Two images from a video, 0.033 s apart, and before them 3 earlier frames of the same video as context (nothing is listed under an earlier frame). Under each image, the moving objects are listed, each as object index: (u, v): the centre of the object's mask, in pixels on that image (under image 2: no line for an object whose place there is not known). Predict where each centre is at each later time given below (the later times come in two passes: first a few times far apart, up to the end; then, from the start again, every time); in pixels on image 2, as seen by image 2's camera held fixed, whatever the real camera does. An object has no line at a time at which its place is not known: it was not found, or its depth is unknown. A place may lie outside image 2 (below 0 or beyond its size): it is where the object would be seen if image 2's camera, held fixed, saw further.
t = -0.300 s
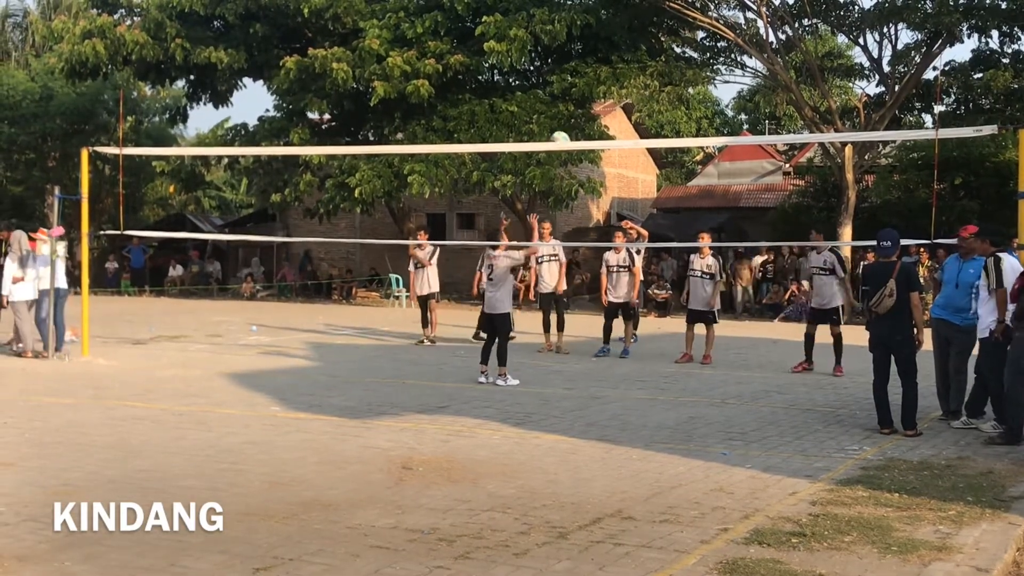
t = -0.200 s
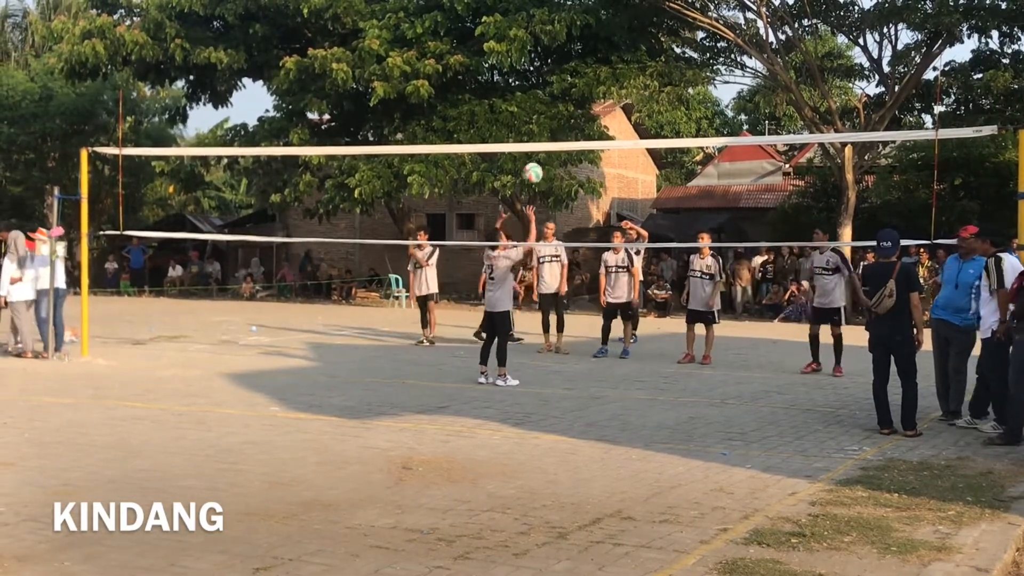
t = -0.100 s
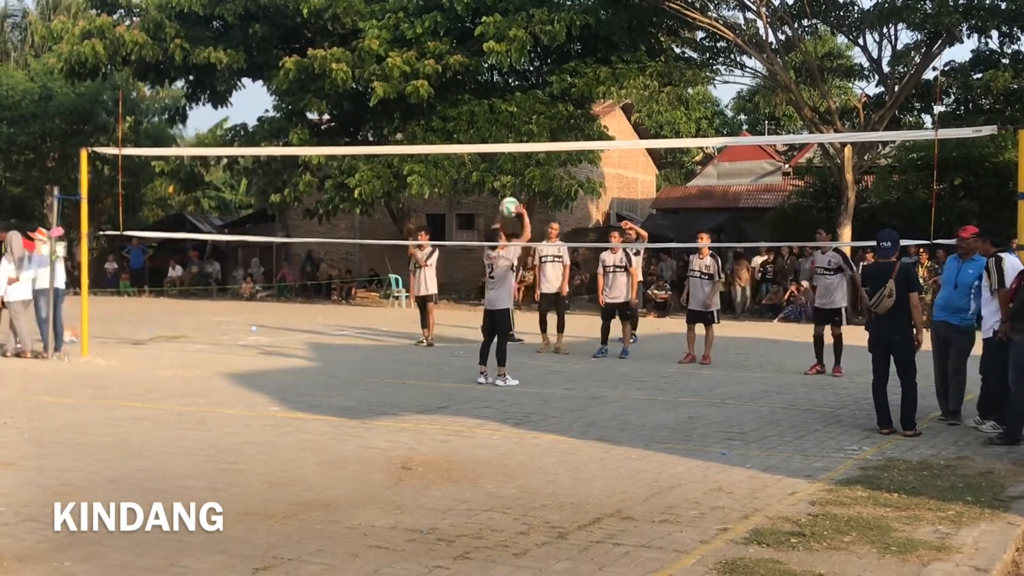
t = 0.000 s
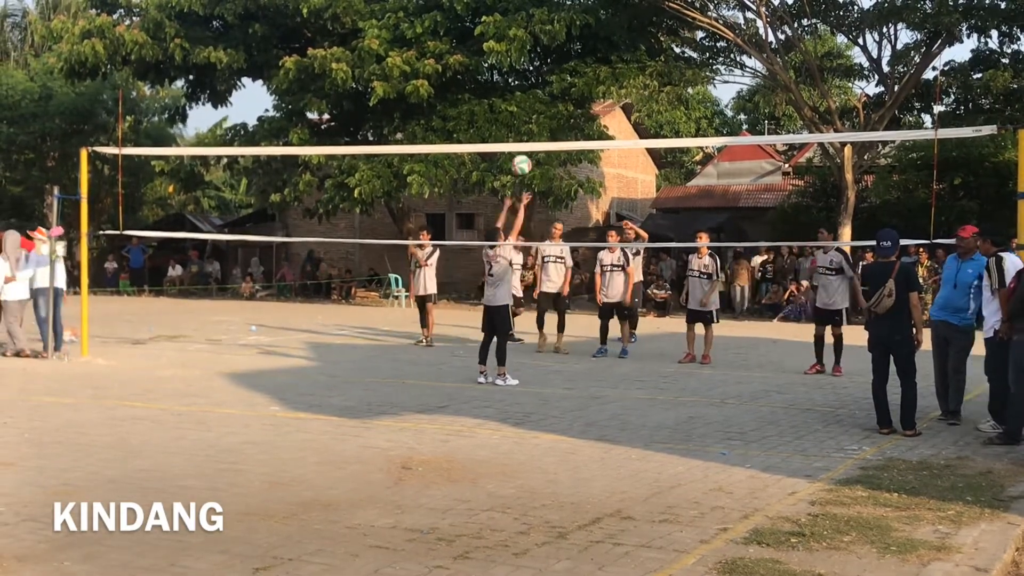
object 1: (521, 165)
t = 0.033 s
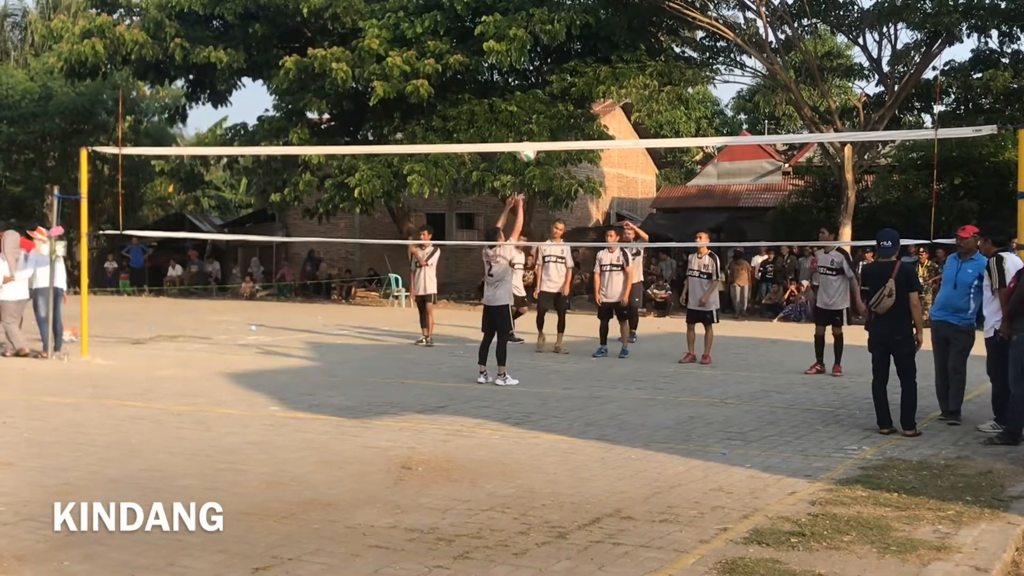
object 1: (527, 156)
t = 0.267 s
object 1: (560, 91)
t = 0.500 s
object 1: (591, 84)
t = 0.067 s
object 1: (531, 137)
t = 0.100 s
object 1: (536, 129)
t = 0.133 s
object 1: (541, 118)
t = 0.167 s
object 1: (546, 110)
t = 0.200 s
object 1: (550, 103)
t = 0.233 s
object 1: (555, 97)
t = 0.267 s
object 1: (560, 91)
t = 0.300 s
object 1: (564, 87)
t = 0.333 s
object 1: (569, 84)
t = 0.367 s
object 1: (573, 82)
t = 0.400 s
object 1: (578, 81)
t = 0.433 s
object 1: (582, 81)
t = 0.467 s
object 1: (587, 82)
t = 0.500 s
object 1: (591, 84)
